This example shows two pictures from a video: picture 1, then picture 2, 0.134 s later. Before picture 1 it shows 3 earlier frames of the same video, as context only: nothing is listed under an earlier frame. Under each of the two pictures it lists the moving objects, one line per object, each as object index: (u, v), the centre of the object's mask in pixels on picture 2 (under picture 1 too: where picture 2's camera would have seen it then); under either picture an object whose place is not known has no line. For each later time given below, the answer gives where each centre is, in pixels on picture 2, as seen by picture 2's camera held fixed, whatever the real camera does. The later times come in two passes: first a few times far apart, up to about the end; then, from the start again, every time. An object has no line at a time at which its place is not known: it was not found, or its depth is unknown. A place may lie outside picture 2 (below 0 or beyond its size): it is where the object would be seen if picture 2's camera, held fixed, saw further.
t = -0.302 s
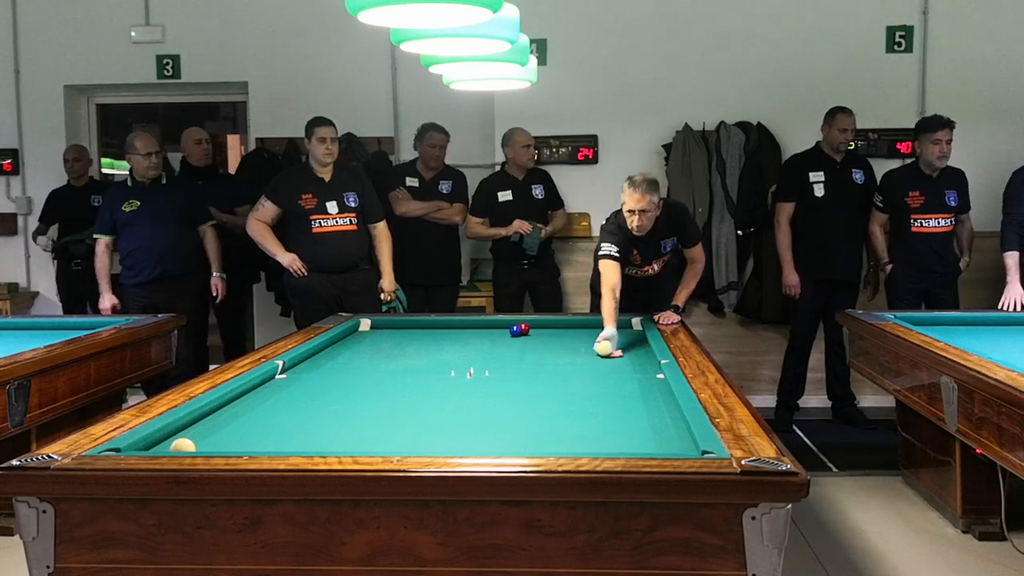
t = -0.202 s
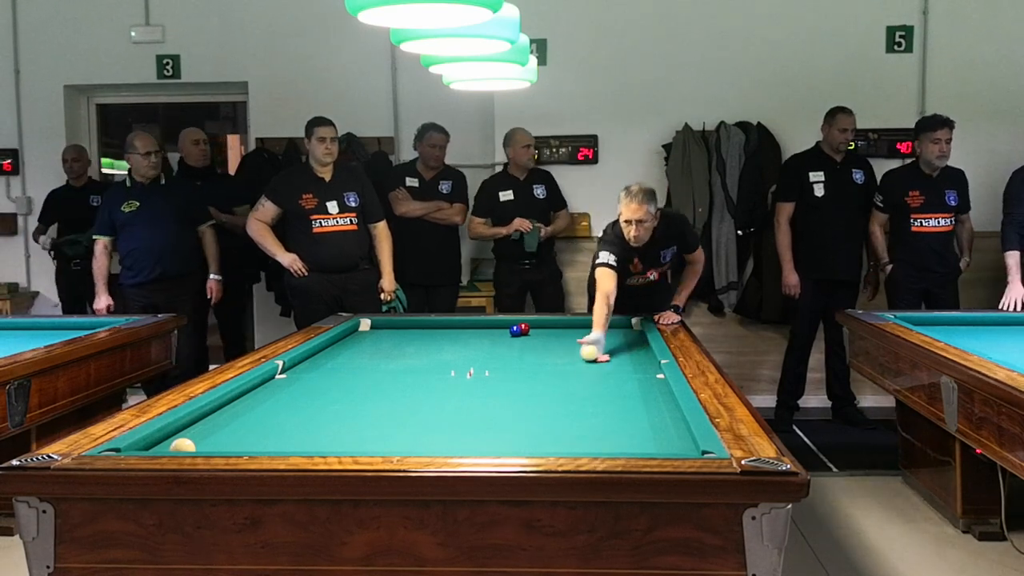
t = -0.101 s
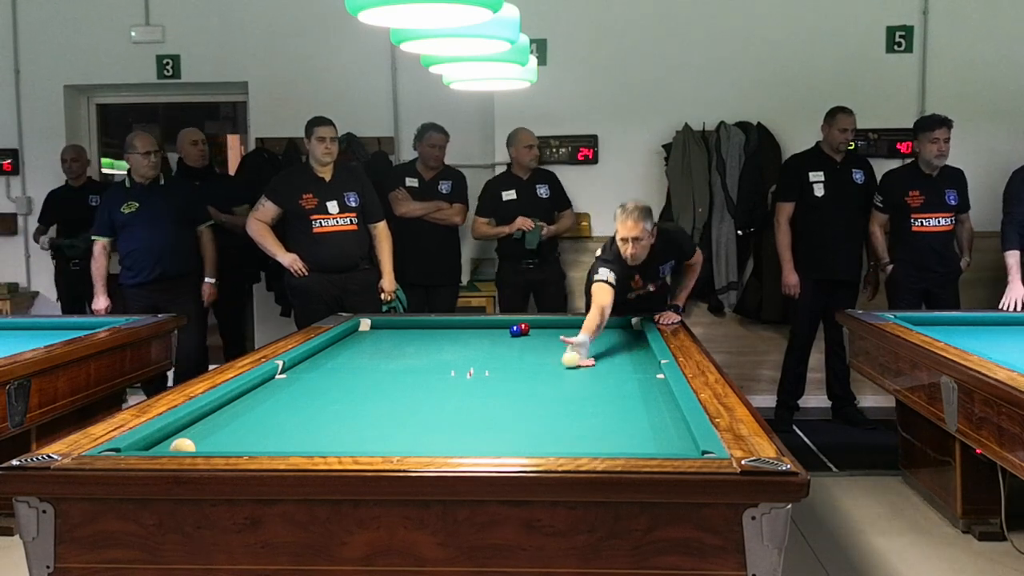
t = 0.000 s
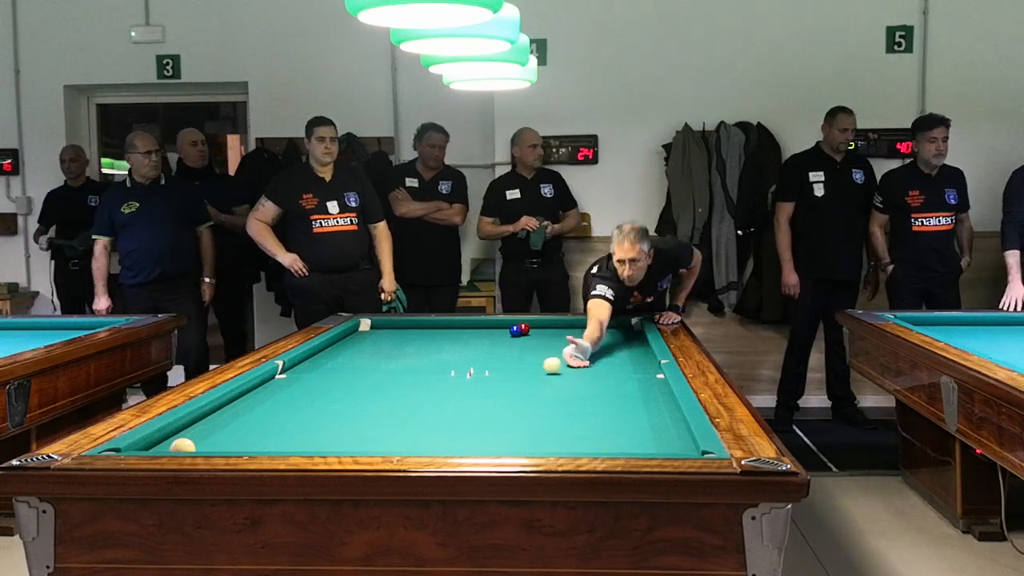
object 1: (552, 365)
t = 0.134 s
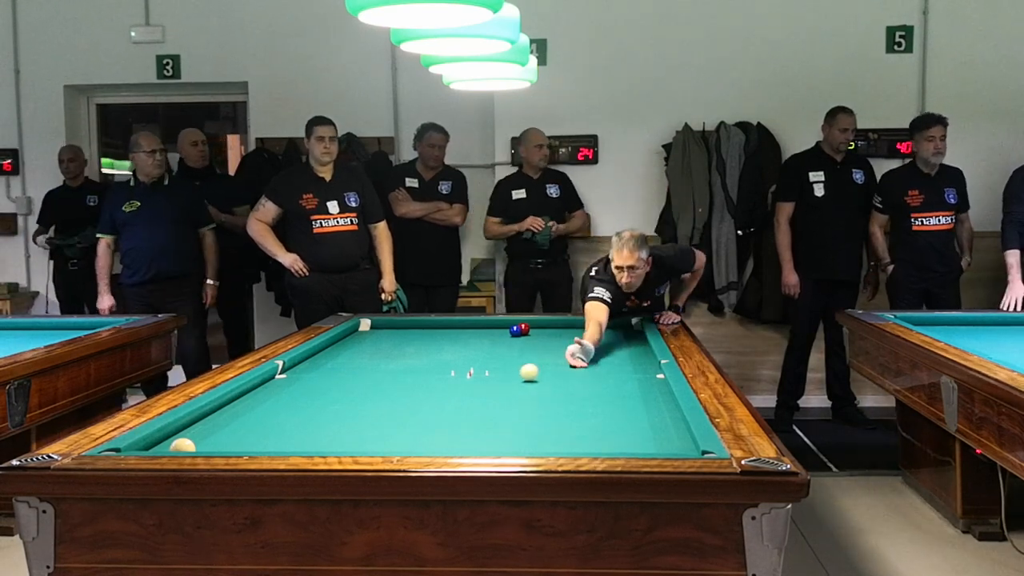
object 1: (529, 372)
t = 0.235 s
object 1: (511, 378)
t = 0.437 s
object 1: (472, 389)
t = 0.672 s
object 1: (420, 405)
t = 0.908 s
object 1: (359, 424)
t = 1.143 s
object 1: (288, 443)
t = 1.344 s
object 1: (244, 446)
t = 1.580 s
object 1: (235, 436)
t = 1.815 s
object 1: (226, 423)
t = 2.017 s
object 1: (219, 413)
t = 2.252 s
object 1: (237, 403)
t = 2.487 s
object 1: (264, 395)
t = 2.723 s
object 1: (288, 387)
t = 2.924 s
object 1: (307, 382)
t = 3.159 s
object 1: (328, 375)
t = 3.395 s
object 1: (346, 369)
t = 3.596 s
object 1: (361, 365)
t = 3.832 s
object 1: (377, 360)
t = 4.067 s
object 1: (392, 356)
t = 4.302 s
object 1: (406, 352)
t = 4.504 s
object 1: (417, 348)
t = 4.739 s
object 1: (429, 345)
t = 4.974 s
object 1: (440, 341)
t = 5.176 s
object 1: (449, 338)
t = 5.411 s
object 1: (459, 336)
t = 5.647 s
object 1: (468, 333)
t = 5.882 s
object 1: (476, 330)
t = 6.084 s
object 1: (483, 328)
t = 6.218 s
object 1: (488, 327)
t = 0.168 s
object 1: (523, 374)
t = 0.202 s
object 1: (517, 376)
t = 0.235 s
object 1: (511, 378)
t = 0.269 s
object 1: (504, 380)
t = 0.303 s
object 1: (498, 381)
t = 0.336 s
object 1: (492, 383)
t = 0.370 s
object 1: (485, 385)
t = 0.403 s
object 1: (479, 387)
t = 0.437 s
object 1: (472, 389)
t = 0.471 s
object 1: (465, 392)
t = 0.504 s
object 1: (458, 394)
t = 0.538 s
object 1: (450, 395)
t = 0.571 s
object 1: (443, 398)
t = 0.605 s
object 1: (436, 400)
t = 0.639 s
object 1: (428, 403)
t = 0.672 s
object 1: (420, 405)
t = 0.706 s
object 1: (412, 407)
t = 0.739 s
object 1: (403, 410)
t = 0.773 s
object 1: (395, 413)
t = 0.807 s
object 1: (386, 415)
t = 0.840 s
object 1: (377, 418)
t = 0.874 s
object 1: (368, 421)
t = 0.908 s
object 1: (359, 424)
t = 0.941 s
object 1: (349, 427)
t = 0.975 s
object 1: (340, 430)
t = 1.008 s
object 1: (330, 433)
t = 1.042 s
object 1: (320, 436)
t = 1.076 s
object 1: (309, 439)
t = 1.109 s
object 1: (298, 441)
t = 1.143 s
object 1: (288, 443)
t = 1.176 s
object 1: (276, 445)
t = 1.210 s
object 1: (265, 447)
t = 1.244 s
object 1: (253, 448)
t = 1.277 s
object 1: (246, 449)
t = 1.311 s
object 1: (245, 447)
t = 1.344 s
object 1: (244, 446)
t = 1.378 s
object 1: (243, 445)
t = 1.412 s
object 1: (242, 444)
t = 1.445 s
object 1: (240, 442)
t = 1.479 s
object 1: (239, 441)
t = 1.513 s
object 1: (237, 440)
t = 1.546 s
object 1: (236, 438)
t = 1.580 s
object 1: (235, 436)
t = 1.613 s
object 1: (233, 434)
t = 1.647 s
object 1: (232, 432)
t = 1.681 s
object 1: (231, 430)
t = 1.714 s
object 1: (230, 428)
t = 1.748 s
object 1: (228, 426)
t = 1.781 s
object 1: (227, 424)
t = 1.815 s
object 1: (226, 423)
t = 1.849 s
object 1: (225, 421)
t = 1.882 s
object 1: (224, 420)
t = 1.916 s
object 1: (223, 418)
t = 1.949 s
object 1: (221, 416)
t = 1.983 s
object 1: (220, 414)
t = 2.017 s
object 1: (219, 413)
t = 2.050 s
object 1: (218, 411)
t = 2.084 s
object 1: (217, 410)
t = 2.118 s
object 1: (221, 408)
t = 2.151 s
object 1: (225, 407)
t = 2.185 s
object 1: (229, 405)
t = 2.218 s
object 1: (233, 404)
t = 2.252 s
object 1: (237, 403)
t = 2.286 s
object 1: (241, 402)
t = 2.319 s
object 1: (245, 401)
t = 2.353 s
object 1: (249, 399)
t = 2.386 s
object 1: (253, 398)
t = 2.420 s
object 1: (257, 397)
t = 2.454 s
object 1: (260, 396)
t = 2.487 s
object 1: (264, 395)
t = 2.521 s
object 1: (268, 394)
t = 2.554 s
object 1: (271, 393)
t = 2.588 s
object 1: (274, 391)
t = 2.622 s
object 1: (278, 390)
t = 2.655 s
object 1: (282, 389)
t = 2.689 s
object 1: (285, 388)
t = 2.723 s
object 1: (288, 387)
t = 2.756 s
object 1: (291, 386)
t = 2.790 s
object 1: (294, 385)
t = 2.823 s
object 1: (298, 384)
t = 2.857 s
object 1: (301, 384)
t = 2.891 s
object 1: (304, 382)
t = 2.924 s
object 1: (307, 382)
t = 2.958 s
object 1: (310, 381)
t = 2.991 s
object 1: (313, 380)
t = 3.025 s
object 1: (316, 379)
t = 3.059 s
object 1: (319, 378)
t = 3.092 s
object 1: (322, 377)
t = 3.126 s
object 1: (325, 376)
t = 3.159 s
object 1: (328, 375)
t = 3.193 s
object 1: (330, 374)
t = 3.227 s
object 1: (333, 373)
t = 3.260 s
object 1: (336, 373)
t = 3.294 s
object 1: (339, 372)
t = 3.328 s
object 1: (341, 371)
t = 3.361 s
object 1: (344, 370)
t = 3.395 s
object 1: (346, 369)
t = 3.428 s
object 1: (349, 369)
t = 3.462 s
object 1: (352, 368)
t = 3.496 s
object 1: (354, 367)
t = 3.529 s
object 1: (356, 366)
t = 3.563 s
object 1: (359, 366)
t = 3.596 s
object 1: (361, 365)
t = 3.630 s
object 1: (363, 364)
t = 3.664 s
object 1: (366, 363)
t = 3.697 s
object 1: (368, 363)
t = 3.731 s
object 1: (371, 362)
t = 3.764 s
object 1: (373, 361)
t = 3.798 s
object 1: (375, 361)
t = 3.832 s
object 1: (377, 360)
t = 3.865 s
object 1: (379, 359)
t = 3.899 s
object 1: (382, 359)
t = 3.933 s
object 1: (384, 358)
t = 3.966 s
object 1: (386, 358)
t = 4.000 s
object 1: (388, 357)
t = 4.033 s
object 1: (390, 356)
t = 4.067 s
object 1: (392, 356)
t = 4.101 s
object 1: (394, 355)
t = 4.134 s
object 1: (396, 354)
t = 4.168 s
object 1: (398, 354)
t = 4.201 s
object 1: (400, 353)
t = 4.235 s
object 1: (402, 353)
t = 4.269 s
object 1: (404, 352)
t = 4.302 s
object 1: (406, 352)
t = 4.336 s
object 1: (408, 351)
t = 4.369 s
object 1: (410, 350)
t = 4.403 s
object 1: (412, 350)
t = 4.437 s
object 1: (413, 349)
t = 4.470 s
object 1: (415, 349)
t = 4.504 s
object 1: (417, 348)
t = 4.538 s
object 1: (419, 348)
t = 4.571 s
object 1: (421, 347)
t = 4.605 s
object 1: (422, 347)
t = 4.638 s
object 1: (424, 346)
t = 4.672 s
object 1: (426, 345)
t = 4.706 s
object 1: (428, 345)
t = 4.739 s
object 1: (429, 345)
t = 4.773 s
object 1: (431, 344)
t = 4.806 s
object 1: (432, 344)
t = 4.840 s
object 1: (434, 343)
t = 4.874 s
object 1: (436, 343)
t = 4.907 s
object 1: (437, 342)
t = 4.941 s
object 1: (439, 342)
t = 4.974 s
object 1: (440, 341)
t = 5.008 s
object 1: (442, 341)
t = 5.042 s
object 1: (443, 340)
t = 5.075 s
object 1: (445, 340)
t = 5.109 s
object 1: (446, 340)
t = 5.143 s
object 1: (448, 339)
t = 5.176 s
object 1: (449, 338)
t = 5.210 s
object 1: (451, 338)
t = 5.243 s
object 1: (452, 338)
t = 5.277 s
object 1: (453, 337)
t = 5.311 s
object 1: (455, 337)
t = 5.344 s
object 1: (456, 336)
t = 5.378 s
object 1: (458, 336)
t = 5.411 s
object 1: (459, 336)
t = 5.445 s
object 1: (460, 335)
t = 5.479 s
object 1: (462, 335)
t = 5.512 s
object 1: (463, 334)
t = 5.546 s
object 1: (464, 334)
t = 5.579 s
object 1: (465, 334)
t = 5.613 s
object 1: (467, 333)
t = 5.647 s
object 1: (468, 333)
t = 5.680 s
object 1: (469, 332)
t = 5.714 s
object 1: (471, 332)
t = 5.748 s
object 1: (472, 332)
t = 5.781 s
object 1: (473, 331)
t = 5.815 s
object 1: (474, 331)
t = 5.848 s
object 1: (476, 330)
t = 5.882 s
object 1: (476, 330)
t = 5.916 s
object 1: (478, 330)
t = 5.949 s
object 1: (479, 329)
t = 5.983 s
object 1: (480, 329)
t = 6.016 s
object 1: (481, 328)
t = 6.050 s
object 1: (482, 328)
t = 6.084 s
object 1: (483, 328)
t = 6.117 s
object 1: (485, 328)
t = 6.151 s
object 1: (486, 327)
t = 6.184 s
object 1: (487, 327)
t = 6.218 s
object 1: (488, 327)
